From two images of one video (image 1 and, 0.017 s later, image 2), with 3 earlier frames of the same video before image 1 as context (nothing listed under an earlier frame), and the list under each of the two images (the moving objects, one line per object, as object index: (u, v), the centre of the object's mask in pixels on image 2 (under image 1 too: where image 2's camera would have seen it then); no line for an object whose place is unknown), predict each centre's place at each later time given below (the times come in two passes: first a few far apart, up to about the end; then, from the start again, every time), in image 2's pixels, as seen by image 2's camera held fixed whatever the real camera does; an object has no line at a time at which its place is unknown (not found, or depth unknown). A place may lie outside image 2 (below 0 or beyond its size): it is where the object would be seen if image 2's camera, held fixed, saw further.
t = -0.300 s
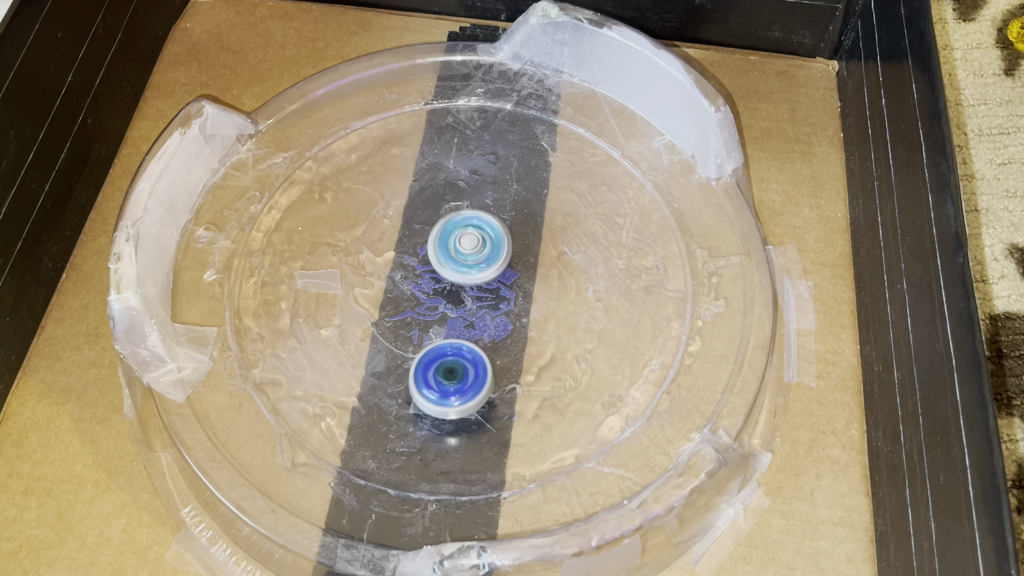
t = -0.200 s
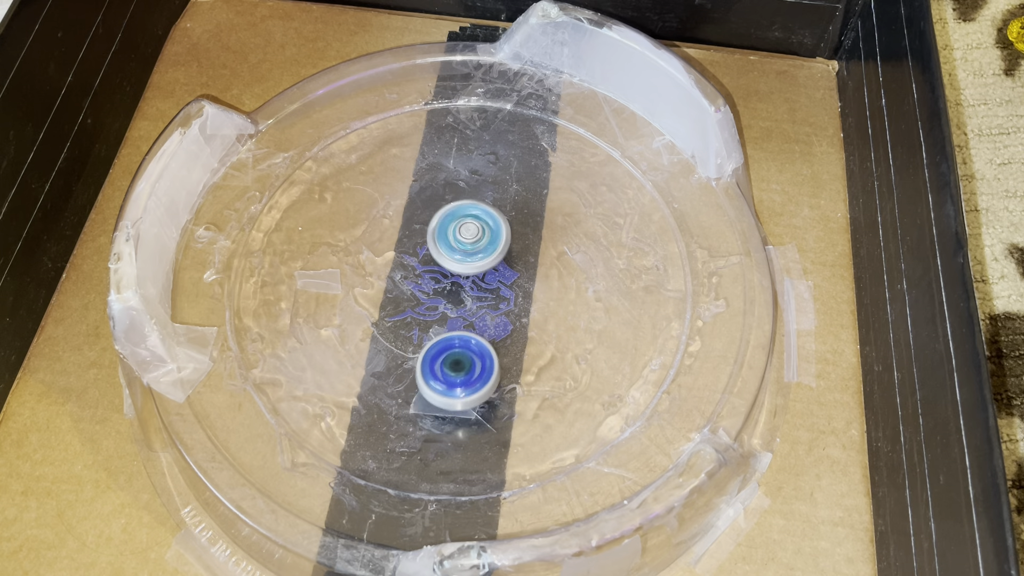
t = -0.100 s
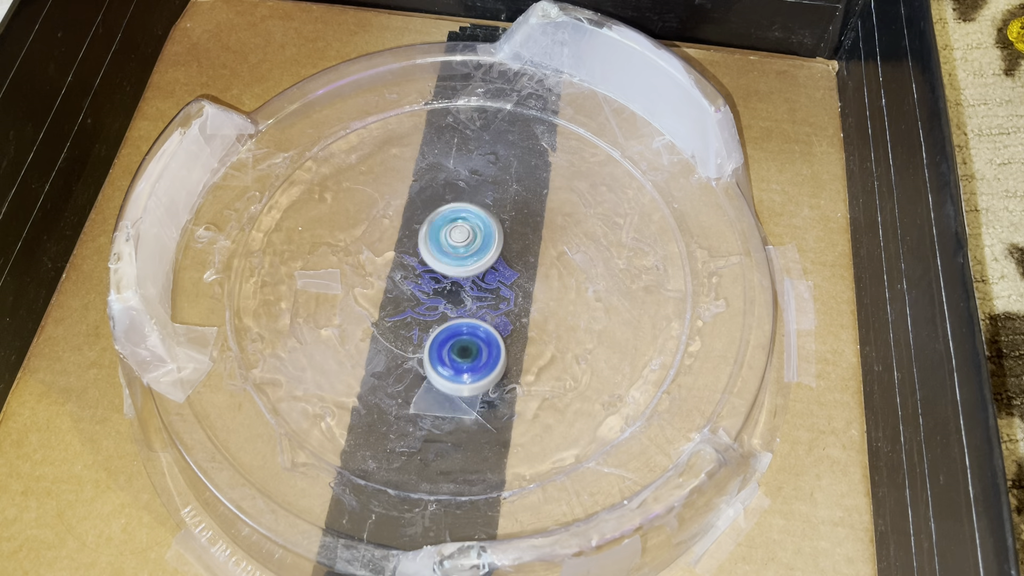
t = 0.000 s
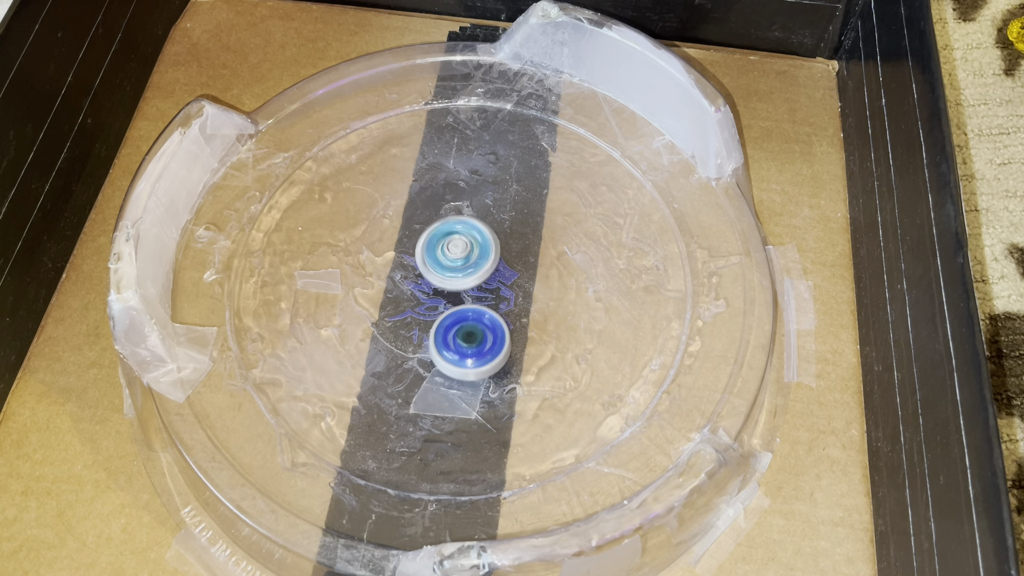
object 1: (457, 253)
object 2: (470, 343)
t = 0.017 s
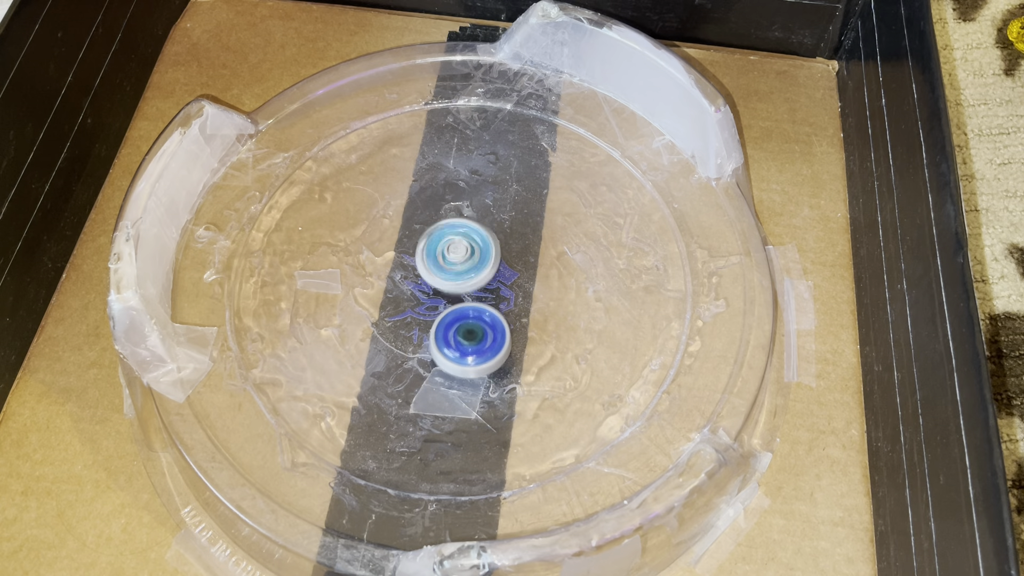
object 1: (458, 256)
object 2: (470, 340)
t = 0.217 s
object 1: (463, 226)
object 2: (468, 376)
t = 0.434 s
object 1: (472, 181)
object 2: (474, 396)
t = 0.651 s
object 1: (496, 188)
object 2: (481, 346)
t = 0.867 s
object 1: (493, 235)
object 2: (476, 312)
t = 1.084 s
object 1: (478, 225)
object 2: (419, 362)
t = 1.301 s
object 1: (451, 255)
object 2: (436, 333)
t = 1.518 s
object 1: (434, 250)
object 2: (447, 331)
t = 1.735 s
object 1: (433, 244)
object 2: (457, 319)
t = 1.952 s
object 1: (447, 234)
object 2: (468, 320)
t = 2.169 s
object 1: (453, 217)
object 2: (480, 366)
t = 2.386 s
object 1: (444, 234)
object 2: (489, 340)
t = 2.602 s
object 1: (406, 255)
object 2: (491, 319)
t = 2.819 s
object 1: (387, 267)
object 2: (488, 303)
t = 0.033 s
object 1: (458, 259)
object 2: (470, 338)
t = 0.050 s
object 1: (458, 261)
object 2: (471, 338)
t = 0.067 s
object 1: (458, 261)
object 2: (471, 340)
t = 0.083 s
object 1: (459, 260)
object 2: (472, 341)
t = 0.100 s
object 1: (460, 261)
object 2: (472, 341)
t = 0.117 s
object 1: (461, 261)
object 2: (471, 341)
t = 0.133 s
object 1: (461, 261)
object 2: (471, 340)
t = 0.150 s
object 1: (461, 261)
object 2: (471, 339)
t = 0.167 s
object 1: (462, 259)
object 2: (471, 341)
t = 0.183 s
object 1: (463, 245)
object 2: (469, 352)
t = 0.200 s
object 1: (464, 235)
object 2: (468, 365)
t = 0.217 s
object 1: (463, 226)
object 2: (468, 376)
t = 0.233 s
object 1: (462, 219)
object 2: (467, 385)
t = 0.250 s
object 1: (462, 214)
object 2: (466, 393)
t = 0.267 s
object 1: (463, 211)
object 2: (465, 399)
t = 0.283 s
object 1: (463, 208)
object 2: (465, 405)
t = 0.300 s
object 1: (463, 205)
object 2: (465, 408)
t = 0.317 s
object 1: (463, 202)
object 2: (466, 409)
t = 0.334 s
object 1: (463, 198)
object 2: (466, 410)
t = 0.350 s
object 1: (464, 195)
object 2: (467, 409)
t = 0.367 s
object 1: (465, 191)
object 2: (469, 408)
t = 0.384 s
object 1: (467, 189)
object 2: (470, 406)
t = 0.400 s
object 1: (468, 186)
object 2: (471, 403)
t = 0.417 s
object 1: (470, 184)
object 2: (473, 400)
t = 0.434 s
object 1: (472, 181)
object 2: (474, 396)
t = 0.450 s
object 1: (473, 179)
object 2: (474, 393)
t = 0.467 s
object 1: (476, 178)
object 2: (475, 389)
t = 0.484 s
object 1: (478, 177)
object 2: (476, 385)
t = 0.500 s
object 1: (480, 176)
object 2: (477, 381)
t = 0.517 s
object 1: (482, 176)
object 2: (478, 377)
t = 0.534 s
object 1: (485, 176)
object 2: (478, 373)
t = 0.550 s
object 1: (487, 176)
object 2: (479, 369)
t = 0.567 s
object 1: (489, 178)
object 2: (480, 365)
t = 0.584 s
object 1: (490, 179)
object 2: (480, 361)
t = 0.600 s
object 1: (492, 181)
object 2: (480, 357)
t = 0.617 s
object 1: (493, 183)
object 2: (481, 353)
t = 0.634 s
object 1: (495, 186)
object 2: (481, 349)
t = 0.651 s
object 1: (496, 188)
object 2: (481, 346)
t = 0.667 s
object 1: (497, 192)
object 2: (481, 342)
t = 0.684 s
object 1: (498, 194)
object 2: (481, 339)
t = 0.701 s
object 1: (498, 198)
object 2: (481, 336)
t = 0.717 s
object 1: (499, 201)
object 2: (481, 333)
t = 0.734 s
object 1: (499, 204)
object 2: (480, 331)
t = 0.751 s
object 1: (499, 208)
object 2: (480, 328)
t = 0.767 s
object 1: (499, 212)
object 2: (480, 326)
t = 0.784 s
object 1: (498, 216)
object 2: (479, 323)
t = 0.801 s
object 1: (498, 219)
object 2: (479, 321)
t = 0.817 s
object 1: (497, 223)
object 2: (478, 318)
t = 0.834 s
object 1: (496, 227)
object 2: (478, 316)
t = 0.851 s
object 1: (494, 231)
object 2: (477, 314)
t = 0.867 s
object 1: (493, 235)
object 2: (476, 312)
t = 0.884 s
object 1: (493, 231)
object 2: (472, 316)
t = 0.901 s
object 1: (496, 225)
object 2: (467, 325)
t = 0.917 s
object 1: (496, 222)
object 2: (461, 332)
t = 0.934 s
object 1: (495, 220)
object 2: (455, 338)
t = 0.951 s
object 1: (495, 219)
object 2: (448, 345)
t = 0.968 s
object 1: (494, 219)
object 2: (443, 350)
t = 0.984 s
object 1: (492, 219)
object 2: (437, 355)
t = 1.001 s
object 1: (490, 219)
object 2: (432, 358)
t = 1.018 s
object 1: (488, 219)
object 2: (428, 361)
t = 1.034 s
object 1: (486, 220)
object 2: (424, 363)
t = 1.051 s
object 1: (484, 221)
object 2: (422, 363)
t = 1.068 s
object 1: (481, 223)
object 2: (420, 363)
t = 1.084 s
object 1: (478, 225)
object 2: (419, 362)
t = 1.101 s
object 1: (476, 227)
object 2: (419, 361)
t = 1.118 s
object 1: (475, 228)
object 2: (419, 359)
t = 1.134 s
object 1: (473, 230)
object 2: (420, 356)
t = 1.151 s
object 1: (471, 233)
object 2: (421, 354)
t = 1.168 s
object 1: (468, 236)
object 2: (423, 351)
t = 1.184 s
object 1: (466, 238)
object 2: (425, 348)
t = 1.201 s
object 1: (464, 241)
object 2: (426, 346)
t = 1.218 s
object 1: (462, 243)
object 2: (428, 343)
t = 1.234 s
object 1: (460, 246)
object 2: (430, 340)
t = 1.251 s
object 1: (458, 248)
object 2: (431, 338)
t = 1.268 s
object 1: (456, 251)
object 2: (433, 335)
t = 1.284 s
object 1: (453, 254)
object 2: (435, 333)
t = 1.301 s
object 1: (451, 255)
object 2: (436, 333)
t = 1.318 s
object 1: (450, 252)
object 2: (436, 336)
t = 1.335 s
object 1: (450, 251)
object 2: (436, 338)
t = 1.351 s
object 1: (449, 251)
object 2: (437, 339)
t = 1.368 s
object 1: (447, 251)
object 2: (438, 340)
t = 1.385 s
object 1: (445, 251)
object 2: (439, 339)
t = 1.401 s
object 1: (443, 251)
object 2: (440, 339)
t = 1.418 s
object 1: (442, 250)
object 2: (441, 338)
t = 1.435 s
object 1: (441, 251)
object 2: (441, 336)
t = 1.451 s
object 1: (439, 251)
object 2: (442, 334)
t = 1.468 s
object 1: (437, 252)
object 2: (443, 333)
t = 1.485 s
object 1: (436, 252)
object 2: (445, 331)
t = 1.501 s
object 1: (435, 252)
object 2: (446, 329)
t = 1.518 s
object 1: (434, 250)
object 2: (447, 331)
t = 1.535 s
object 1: (433, 249)
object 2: (448, 332)
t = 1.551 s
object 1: (433, 248)
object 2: (449, 333)
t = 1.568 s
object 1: (432, 248)
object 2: (450, 333)
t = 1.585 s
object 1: (431, 246)
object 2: (451, 332)
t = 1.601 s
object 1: (430, 245)
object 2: (451, 332)
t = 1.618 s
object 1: (431, 245)
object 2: (452, 331)
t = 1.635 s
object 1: (431, 244)
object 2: (453, 329)
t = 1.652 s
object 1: (431, 244)
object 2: (453, 328)
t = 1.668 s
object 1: (430, 244)
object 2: (454, 326)
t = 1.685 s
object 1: (430, 243)
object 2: (455, 324)
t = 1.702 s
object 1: (431, 243)
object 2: (455, 323)
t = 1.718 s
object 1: (432, 244)
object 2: (456, 321)
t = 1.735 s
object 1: (433, 244)
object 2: (457, 319)
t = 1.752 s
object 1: (433, 244)
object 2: (458, 319)
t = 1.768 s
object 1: (434, 242)
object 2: (460, 320)
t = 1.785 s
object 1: (435, 241)
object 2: (461, 321)
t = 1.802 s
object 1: (436, 240)
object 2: (462, 321)
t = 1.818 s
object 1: (436, 239)
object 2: (463, 321)
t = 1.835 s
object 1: (437, 239)
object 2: (464, 321)
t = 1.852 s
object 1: (438, 239)
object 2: (465, 321)
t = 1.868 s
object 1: (439, 238)
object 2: (465, 320)
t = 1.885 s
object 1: (441, 239)
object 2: (466, 319)
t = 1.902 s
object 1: (442, 239)
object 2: (466, 317)
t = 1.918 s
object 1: (443, 239)
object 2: (466, 316)
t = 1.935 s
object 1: (445, 239)
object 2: (467, 315)
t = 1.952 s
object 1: (447, 234)
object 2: (468, 320)
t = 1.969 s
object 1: (447, 226)
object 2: (469, 329)
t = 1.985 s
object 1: (449, 220)
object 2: (470, 339)
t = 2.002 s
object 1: (450, 217)
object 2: (471, 347)
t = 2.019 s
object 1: (453, 215)
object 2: (473, 354)
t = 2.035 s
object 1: (454, 216)
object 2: (474, 360)
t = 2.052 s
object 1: (456, 216)
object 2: (475, 364)
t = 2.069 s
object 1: (457, 217)
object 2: (475, 367)
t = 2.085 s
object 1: (456, 218)
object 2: (476, 369)
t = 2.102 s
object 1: (456, 218)
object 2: (477, 370)
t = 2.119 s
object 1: (455, 218)
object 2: (478, 369)
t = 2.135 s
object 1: (454, 218)
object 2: (478, 369)
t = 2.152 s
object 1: (453, 217)
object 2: (479, 367)
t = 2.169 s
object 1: (453, 217)
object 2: (480, 366)
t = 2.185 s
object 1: (453, 216)
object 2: (481, 364)
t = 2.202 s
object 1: (454, 216)
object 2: (481, 362)
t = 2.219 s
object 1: (454, 217)
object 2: (482, 360)
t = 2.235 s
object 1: (455, 218)
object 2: (483, 358)
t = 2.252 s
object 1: (455, 219)
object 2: (483, 355)
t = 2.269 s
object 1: (455, 221)
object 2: (484, 353)
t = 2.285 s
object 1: (454, 223)
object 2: (485, 351)
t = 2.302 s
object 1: (453, 225)
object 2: (486, 349)
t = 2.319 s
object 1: (452, 227)
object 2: (486, 347)
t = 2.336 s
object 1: (450, 229)
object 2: (487, 345)
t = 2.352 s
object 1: (448, 230)
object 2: (488, 343)
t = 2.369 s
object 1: (445, 232)
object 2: (488, 342)
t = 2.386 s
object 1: (444, 234)
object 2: (489, 340)
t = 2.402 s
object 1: (440, 236)
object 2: (489, 338)
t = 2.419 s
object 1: (438, 238)
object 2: (490, 336)
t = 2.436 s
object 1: (435, 239)
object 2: (490, 335)
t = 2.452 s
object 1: (432, 240)
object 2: (490, 333)
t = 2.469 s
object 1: (430, 242)
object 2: (491, 331)
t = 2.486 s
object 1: (426, 244)
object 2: (491, 330)
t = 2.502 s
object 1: (424, 245)
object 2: (491, 328)
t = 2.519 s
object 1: (421, 247)
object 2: (491, 327)
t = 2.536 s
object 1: (417, 248)
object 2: (491, 325)
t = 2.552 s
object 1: (416, 250)
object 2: (491, 324)
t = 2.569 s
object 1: (413, 253)
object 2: (491, 322)
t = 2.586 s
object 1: (409, 255)
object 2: (491, 321)
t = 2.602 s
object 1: (406, 255)
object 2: (491, 319)
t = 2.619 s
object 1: (404, 257)
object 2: (491, 318)
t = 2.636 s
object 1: (401, 258)
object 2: (491, 317)
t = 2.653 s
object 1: (400, 260)
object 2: (491, 315)
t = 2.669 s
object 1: (399, 262)
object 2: (491, 314)
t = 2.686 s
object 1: (396, 263)
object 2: (491, 313)
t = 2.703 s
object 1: (393, 264)
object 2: (490, 311)
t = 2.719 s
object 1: (392, 265)
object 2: (490, 310)
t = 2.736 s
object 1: (391, 266)
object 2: (490, 309)
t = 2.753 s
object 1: (388, 266)
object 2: (490, 308)
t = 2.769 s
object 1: (387, 267)
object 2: (489, 306)
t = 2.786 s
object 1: (387, 267)
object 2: (489, 305)
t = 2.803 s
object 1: (387, 267)
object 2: (488, 304)
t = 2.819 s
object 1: (387, 267)
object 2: (488, 303)
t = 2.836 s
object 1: (387, 267)
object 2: (487, 301)
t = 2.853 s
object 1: (388, 266)
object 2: (487, 300)
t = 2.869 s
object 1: (388, 265)
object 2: (486, 299)
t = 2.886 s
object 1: (390, 265)
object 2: (486, 298)
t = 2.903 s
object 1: (393, 266)
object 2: (485, 297)
